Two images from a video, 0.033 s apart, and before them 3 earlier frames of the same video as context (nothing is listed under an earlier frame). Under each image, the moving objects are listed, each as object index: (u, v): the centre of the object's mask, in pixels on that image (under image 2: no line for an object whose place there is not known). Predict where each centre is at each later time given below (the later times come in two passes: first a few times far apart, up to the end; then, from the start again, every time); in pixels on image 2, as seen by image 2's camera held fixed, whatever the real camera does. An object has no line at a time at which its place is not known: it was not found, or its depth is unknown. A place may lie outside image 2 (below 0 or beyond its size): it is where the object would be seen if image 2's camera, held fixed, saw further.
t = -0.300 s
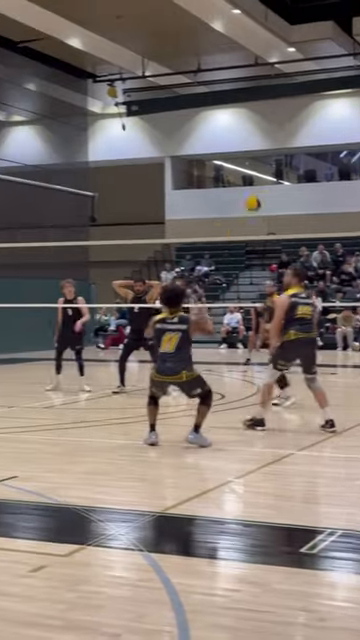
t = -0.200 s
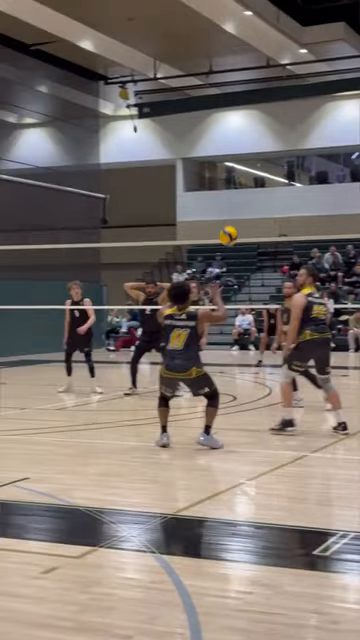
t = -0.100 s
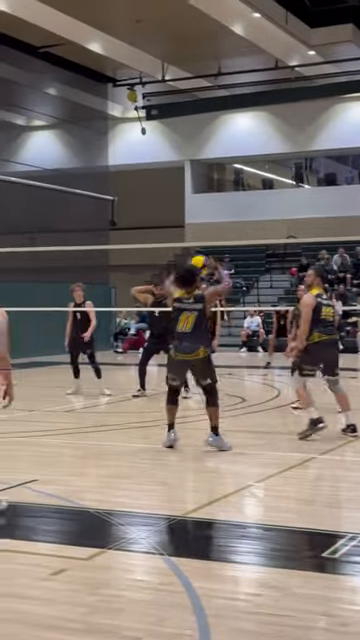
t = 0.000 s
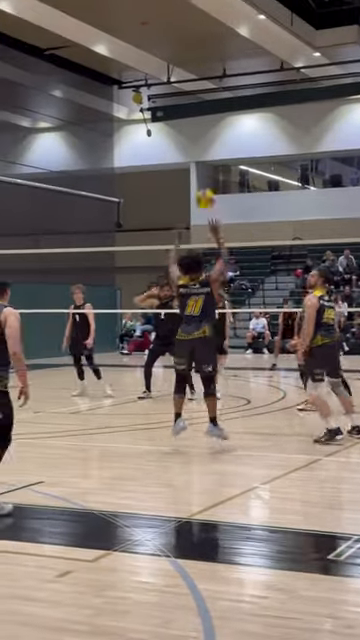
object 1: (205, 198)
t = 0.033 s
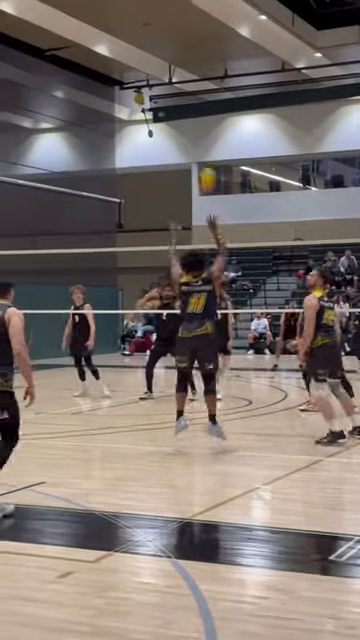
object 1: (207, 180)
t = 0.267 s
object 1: (208, 68)
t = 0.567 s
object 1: (209, 14)
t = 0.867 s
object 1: (211, 35)
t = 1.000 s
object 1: (212, 64)
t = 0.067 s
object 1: (206, 159)
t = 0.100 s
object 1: (206, 139)
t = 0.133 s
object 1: (206, 123)
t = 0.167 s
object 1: (208, 107)
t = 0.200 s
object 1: (209, 94)
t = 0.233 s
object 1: (208, 80)
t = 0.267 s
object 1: (208, 68)
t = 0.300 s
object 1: (209, 58)
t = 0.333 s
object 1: (209, 48)
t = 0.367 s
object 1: (209, 41)
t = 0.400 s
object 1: (209, 33)
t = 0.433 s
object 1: (209, 27)
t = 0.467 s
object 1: (209, 23)
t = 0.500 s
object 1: (209, 18)
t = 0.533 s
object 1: (209, 15)
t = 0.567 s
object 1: (209, 14)
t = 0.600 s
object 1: (210, 13)
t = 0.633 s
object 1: (211, 13)
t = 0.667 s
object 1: (211, 13)
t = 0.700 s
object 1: (211, 15)
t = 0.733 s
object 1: (211, 17)
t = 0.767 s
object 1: (209, 19)
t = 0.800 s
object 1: (211, 24)
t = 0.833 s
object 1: (211, 29)
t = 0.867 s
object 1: (211, 35)
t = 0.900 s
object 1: (211, 41)
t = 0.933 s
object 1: (212, 49)
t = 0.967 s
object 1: (212, 57)
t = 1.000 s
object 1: (212, 64)
